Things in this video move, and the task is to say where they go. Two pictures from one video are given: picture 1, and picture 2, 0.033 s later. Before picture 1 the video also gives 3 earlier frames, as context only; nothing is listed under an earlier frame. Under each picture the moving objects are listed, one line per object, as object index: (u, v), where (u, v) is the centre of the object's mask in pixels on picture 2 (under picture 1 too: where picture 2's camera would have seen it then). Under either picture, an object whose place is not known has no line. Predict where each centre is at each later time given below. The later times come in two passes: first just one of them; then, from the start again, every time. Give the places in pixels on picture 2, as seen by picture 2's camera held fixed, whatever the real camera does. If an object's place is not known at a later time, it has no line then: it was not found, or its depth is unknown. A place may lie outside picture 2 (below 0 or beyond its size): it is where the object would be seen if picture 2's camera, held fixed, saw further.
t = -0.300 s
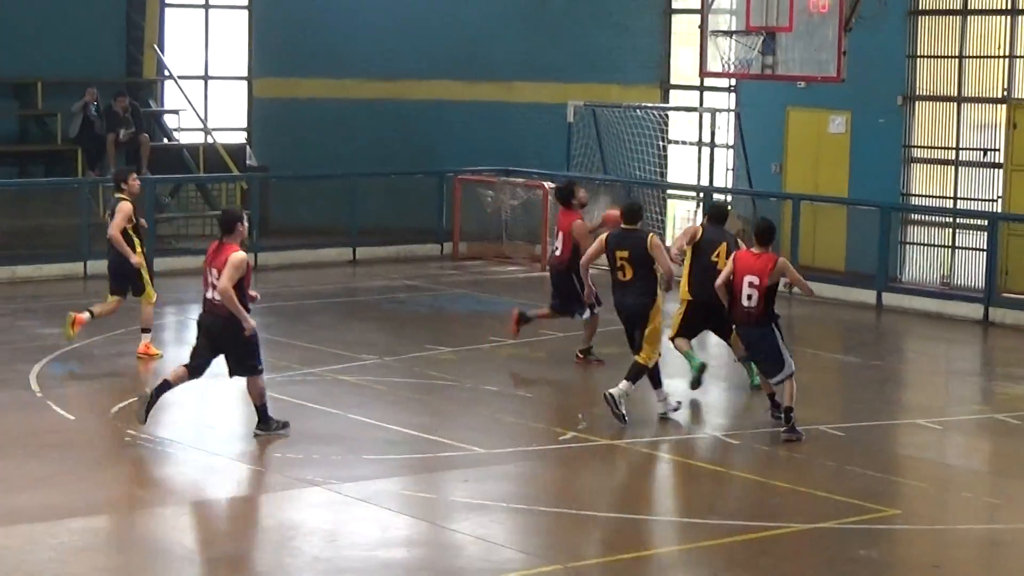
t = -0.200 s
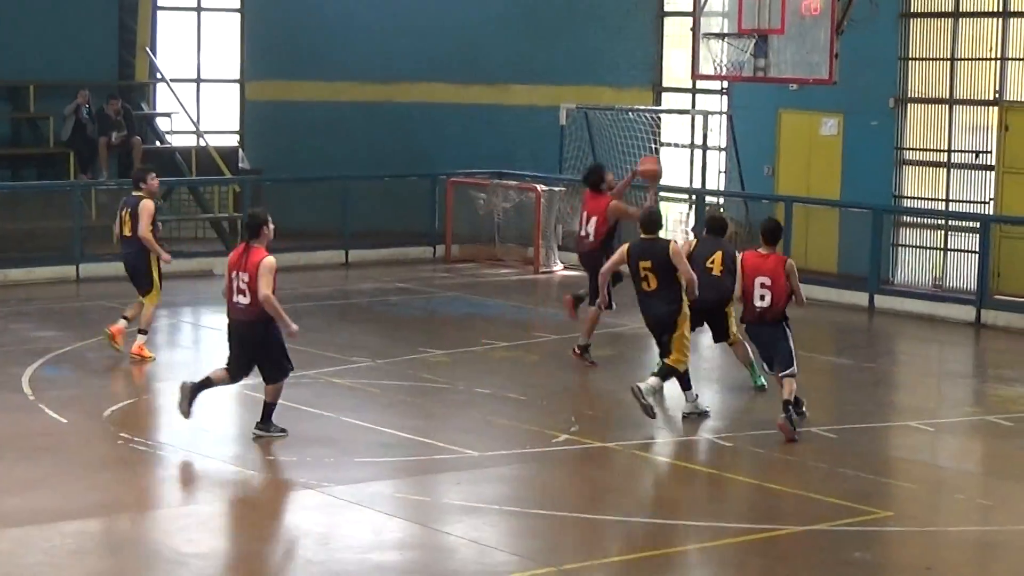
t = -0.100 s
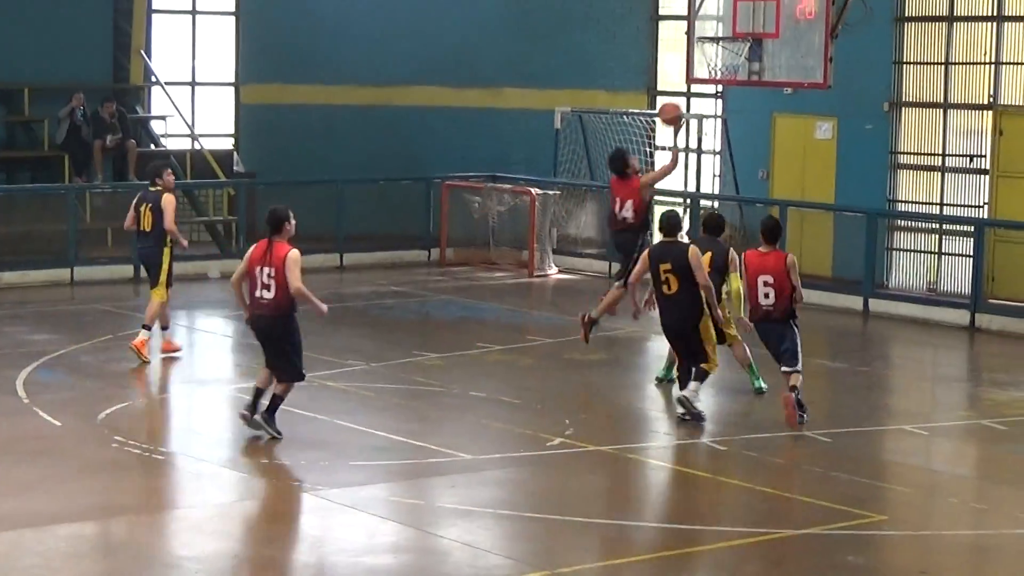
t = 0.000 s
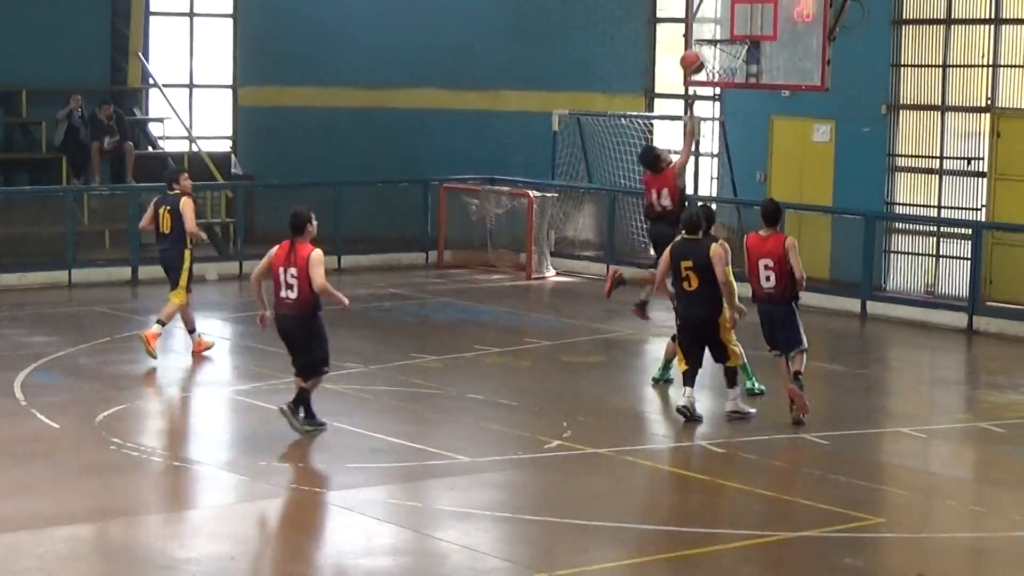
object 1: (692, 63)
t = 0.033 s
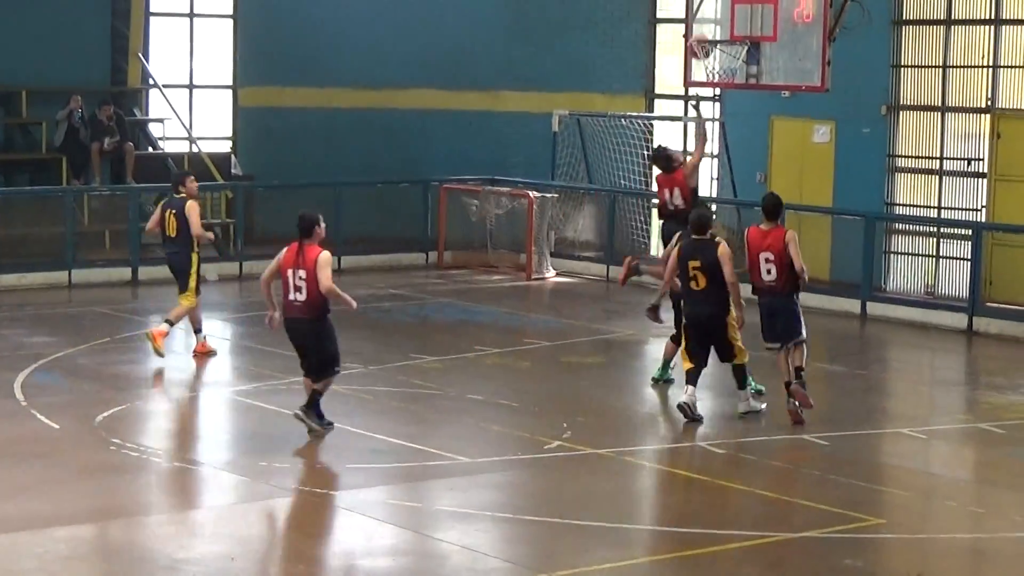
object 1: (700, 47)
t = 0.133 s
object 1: (723, 9)
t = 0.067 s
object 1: (708, 31)
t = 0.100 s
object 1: (716, 20)
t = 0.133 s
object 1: (723, 9)
